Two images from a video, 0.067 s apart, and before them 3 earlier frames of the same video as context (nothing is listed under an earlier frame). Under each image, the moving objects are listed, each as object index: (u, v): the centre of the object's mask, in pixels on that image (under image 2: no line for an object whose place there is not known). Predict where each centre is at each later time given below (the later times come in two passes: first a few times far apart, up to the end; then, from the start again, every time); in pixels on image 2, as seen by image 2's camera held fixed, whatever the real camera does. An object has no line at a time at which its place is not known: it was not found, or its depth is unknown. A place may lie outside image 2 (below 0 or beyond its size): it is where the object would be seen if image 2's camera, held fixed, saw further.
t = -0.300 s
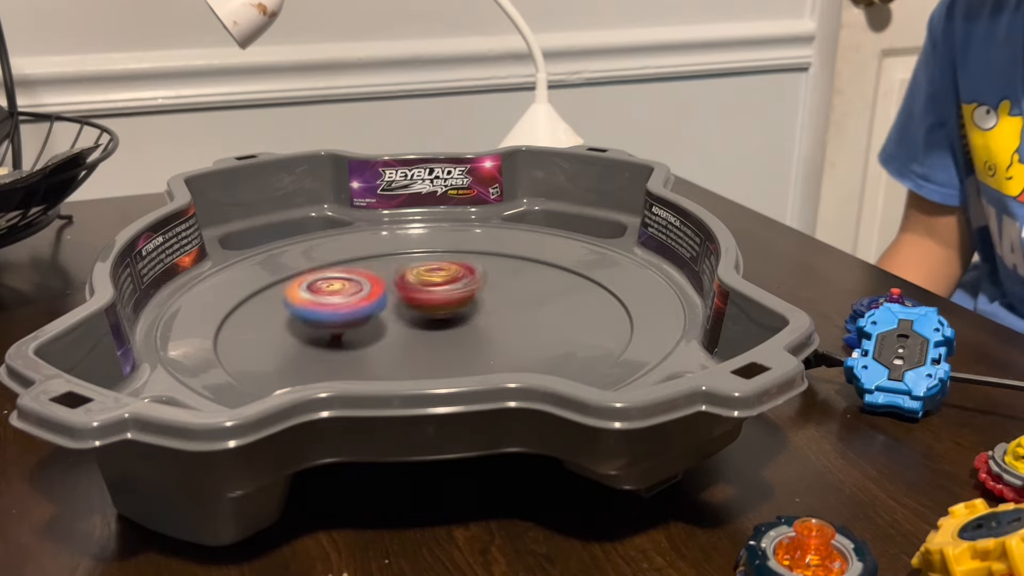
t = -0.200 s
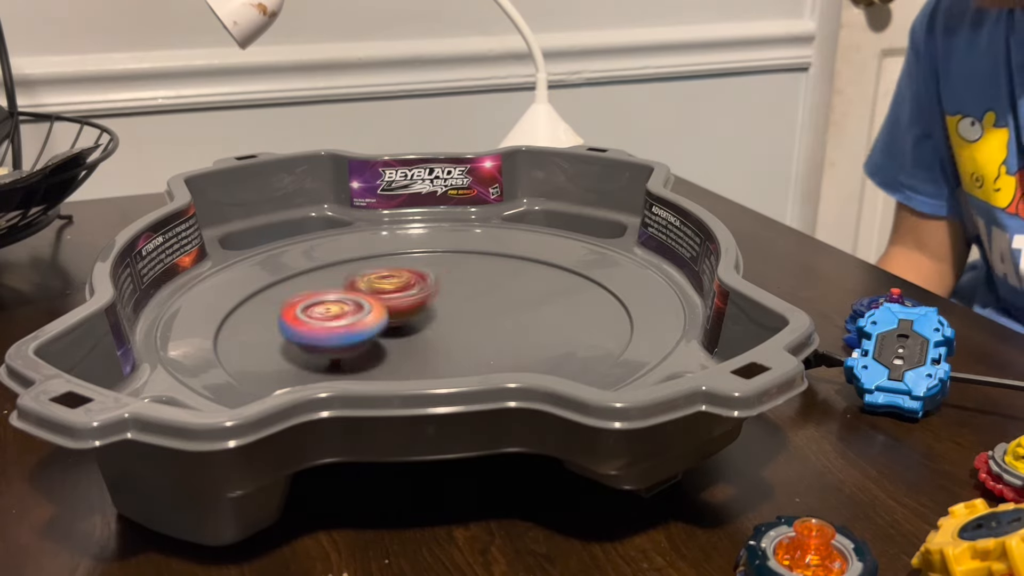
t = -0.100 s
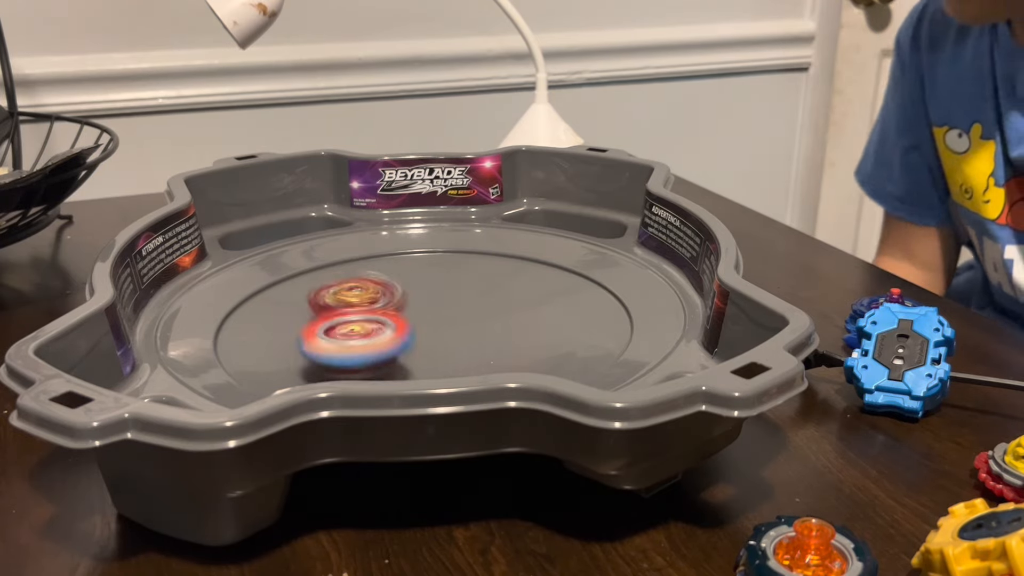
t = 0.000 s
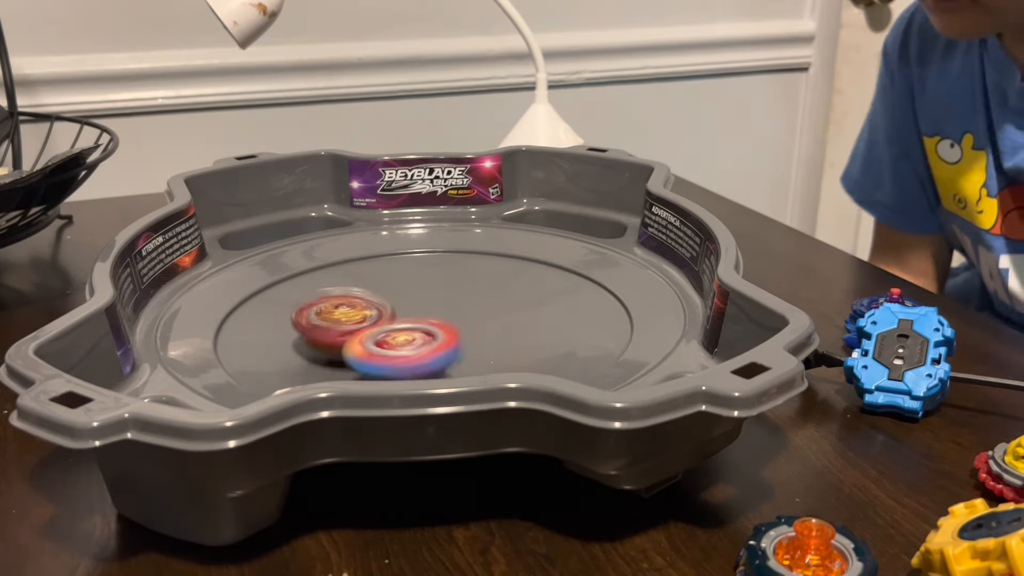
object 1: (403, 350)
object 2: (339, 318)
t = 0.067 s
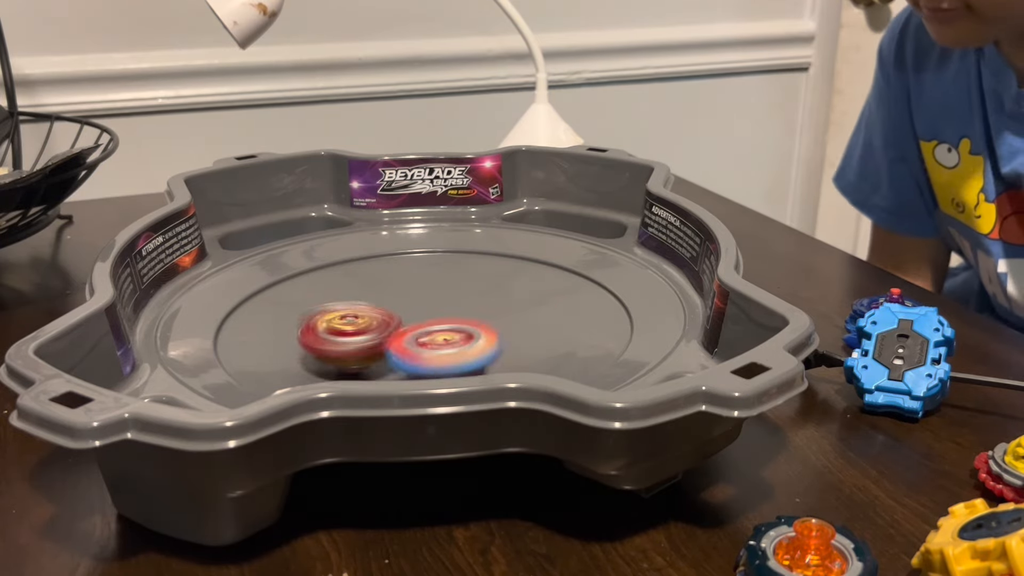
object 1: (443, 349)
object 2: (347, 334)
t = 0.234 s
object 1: (532, 331)
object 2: (415, 347)
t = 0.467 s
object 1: (559, 278)
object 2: (461, 322)
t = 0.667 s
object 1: (484, 261)
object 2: (408, 298)
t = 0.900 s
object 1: (418, 271)
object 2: (325, 323)
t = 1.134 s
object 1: (425, 304)
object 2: (394, 352)
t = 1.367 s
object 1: (495, 293)
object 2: (494, 343)
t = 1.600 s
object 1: (455, 270)
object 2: (489, 324)
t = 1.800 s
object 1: (388, 271)
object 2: (412, 324)
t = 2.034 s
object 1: (359, 269)
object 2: (334, 328)
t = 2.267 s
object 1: (406, 273)
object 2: (329, 315)
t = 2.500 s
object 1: (505, 296)
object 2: (340, 304)
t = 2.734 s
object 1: (513, 326)
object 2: (387, 310)
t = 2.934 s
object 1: (433, 345)
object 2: (423, 300)
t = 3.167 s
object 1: (356, 351)
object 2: (459, 305)
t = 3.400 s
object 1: (371, 322)
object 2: (463, 320)
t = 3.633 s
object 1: (381, 291)
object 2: (457, 337)
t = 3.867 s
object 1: (381, 292)
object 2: (433, 328)
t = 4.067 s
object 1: (385, 292)
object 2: (430, 334)
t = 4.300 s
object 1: (397, 287)
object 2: (417, 340)
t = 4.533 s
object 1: (402, 290)
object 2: (413, 342)
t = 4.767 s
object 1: (402, 291)
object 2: (417, 342)
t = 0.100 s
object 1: (465, 347)
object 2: (360, 338)
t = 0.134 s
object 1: (483, 344)
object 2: (372, 343)
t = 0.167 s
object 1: (500, 340)
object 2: (387, 346)
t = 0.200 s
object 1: (517, 335)
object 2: (403, 346)
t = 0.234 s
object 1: (532, 331)
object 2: (415, 347)
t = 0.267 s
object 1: (542, 324)
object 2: (432, 345)
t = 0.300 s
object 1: (550, 317)
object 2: (446, 344)
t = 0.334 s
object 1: (560, 307)
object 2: (451, 340)
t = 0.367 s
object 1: (564, 300)
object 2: (459, 336)
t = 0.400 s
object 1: (566, 292)
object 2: (462, 332)
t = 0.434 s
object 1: (565, 285)
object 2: (464, 328)
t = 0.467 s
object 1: (559, 278)
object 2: (461, 322)
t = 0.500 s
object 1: (552, 272)
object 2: (455, 315)
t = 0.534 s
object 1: (544, 267)
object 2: (451, 311)
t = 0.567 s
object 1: (532, 262)
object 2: (442, 306)
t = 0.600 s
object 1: (517, 260)
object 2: (434, 305)
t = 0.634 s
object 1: (500, 260)
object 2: (422, 301)
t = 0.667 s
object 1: (484, 261)
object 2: (408, 298)
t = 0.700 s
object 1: (477, 258)
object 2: (391, 298)
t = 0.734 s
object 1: (471, 256)
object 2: (370, 301)
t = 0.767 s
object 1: (464, 255)
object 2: (354, 305)
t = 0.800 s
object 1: (454, 256)
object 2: (339, 311)
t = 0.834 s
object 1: (440, 258)
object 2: (330, 316)
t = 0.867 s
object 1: (427, 264)
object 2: (326, 318)
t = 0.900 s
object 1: (418, 271)
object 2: (325, 323)
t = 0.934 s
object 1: (410, 278)
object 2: (329, 328)
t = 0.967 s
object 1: (404, 286)
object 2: (336, 334)
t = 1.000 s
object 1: (403, 292)
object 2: (346, 340)
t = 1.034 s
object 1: (402, 295)
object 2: (361, 345)
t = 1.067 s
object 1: (407, 299)
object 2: (370, 347)
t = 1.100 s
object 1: (415, 301)
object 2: (382, 349)
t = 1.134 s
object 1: (425, 304)
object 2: (394, 352)
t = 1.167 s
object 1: (436, 304)
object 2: (408, 352)
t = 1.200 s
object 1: (449, 305)
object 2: (425, 352)
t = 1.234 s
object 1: (461, 304)
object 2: (442, 353)
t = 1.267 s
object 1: (471, 303)
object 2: (458, 352)
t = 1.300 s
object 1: (482, 300)
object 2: (472, 350)
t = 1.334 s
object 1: (491, 297)
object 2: (485, 347)
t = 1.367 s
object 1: (495, 293)
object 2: (494, 343)
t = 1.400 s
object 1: (497, 290)
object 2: (505, 340)
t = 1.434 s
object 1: (494, 286)
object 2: (508, 338)
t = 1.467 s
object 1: (489, 281)
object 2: (510, 334)
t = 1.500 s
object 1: (486, 275)
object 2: (508, 332)
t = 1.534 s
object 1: (477, 272)
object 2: (506, 328)
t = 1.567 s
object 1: (468, 270)
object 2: (498, 325)
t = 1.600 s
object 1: (455, 270)
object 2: (489, 324)
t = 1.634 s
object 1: (443, 270)
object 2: (477, 322)
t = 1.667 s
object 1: (431, 272)
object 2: (466, 321)
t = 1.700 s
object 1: (421, 272)
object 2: (453, 323)
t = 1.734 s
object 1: (408, 270)
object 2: (441, 323)
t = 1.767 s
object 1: (396, 271)
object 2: (427, 323)
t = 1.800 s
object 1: (388, 271)
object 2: (412, 324)
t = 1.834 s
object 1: (378, 268)
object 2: (399, 325)
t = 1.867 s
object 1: (373, 267)
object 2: (387, 325)
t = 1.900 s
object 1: (366, 266)
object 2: (373, 324)
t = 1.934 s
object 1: (361, 266)
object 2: (363, 324)
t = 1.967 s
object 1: (354, 267)
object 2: (352, 323)
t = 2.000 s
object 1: (354, 269)
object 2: (345, 326)
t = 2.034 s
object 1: (359, 269)
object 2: (334, 328)
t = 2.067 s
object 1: (364, 267)
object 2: (326, 326)
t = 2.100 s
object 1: (370, 268)
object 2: (320, 324)
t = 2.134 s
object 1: (376, 266)
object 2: (318, 325)
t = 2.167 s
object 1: (382, 268)
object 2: (322, 322)
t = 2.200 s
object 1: (390, 268)
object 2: (323, 319)
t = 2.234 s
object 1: (398, 272)
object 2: (324, 315)
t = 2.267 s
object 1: (406, 273)
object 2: (329, 315)
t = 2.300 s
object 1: (414, 276)
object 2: (335, 312)
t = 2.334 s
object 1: (420, 278)
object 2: (341, 308)
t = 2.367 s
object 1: (428, 283)
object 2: (345, 306)
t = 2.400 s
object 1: (439, 286)
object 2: (348, 307)
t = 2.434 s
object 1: (462, 291)
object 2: (344, 304)
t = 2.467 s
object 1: (488, 291)
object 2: (337, 302)
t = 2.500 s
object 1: (505, 296)
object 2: (340, 304)
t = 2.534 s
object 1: (524, 296)
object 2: (343, 301)
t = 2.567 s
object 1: (532, 300)
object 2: (349, 303)
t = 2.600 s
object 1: (537, 305)
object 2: (354, 304)
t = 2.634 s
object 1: (536, 310)
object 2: (360, 304)
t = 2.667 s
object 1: (531, 320)
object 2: (374, 308)
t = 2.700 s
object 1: (523, 326)
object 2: (381, 307)
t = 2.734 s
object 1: (513, 326)
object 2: (387, 310)
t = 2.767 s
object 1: (503, 328)
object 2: (398, 311)
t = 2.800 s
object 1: (494, 329)
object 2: (402, 315)
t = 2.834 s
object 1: (477, 332)
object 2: (405, 312)
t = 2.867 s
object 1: (461, 340)
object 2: (407, 307)
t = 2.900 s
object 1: (448, 346)
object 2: (416, 306)
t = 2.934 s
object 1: (433, 345)
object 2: (423, 300)
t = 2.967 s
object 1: (415, 352)
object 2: (438, 303)
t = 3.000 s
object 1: (399, 356)
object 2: (443, 303)
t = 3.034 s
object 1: (382, 354)
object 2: (449, 305)
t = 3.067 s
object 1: (372, 354)
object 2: (450, 306)
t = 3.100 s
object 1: (363, 352)
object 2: (453, 305)
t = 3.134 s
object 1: (357, 352)
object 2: (453, 304)
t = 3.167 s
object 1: (356, 351)
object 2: (459, 305)
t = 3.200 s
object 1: (358, 351)
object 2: (460, 307)
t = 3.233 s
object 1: (358, 349)
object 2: (463, 311)
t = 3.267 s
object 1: (363, 348)
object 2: (463, 311)
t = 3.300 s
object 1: (367, 346)
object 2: (466, 315)
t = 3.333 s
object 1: (370, 338)
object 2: (463, 316)
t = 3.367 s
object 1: (372, 332)
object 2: (463, 321)
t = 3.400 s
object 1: (371, 322)
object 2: (463, 320)
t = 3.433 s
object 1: (371, 316)
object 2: (466, 323)
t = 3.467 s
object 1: (372, 309)
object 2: (466, 326)
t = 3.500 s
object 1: (374, 304)
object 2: (463, 331)
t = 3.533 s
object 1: (376, 299)
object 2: (463, 333)
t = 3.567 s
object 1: (379, 294)
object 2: (459, 335)
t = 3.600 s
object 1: (382, 292)
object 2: (461, 336)
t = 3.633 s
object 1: (381, 291)
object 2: (457, 337)
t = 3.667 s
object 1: (383, 290)
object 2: (454, 337)
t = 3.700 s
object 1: (383, 288)
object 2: (447, 338)
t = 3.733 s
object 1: (383, 288)
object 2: (443, 338)
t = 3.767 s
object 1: (384, 288)
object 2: (441, 337)
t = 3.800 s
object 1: (383, 288)
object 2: (438, 335)
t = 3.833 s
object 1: (383, 292)
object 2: (437, 334)
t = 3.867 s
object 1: (381, 292)
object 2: (433, 328)
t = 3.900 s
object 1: (380, 293)
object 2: (437, 331)
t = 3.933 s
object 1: (378, 293)
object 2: (437, 330)
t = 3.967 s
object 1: (376, 293)
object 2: (433, 331)
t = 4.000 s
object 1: (378, 292)
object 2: (432, 331)
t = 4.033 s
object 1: (381, 292)
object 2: (429, 334)
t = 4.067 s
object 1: (385, 292)
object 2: (430, 334)
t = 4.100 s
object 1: (388, 291)
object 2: (430, 335)
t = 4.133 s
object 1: (392, 291)
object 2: (431, 337)
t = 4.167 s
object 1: (394, 290)
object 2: (428, 339)
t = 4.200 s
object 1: (396, 288)
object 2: (425, 339)
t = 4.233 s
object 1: (396, 287)
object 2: (423, 340)
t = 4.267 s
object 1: (397, 287)
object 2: (419, 341)
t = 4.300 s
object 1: (397, 287)
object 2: (417, 340)
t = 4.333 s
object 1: (396, 287)
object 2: (417, 340)
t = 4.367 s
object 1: (396, 286)
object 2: (416, 340)
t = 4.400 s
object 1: (398, 288)
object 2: (412, 341)
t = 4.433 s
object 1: (399, 289)
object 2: (410, 342)
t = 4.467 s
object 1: (400, 289)
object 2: (410, 341)
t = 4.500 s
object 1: (401, 289)
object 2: (411, 342)
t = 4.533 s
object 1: (402, 290)
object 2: (413, 342)
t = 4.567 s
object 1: (402, 290)
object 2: (416, 342)
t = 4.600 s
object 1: (402, 290)
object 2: (417, 341)
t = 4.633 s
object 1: (402, 290)
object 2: (417, 342)
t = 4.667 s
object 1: (402, 290)
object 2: (416, 342)
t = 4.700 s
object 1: (402, 291)
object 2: (417, 342)
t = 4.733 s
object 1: (402, 291)
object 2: (417, 342)
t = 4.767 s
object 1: (402, 291)
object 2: (417, 342)
